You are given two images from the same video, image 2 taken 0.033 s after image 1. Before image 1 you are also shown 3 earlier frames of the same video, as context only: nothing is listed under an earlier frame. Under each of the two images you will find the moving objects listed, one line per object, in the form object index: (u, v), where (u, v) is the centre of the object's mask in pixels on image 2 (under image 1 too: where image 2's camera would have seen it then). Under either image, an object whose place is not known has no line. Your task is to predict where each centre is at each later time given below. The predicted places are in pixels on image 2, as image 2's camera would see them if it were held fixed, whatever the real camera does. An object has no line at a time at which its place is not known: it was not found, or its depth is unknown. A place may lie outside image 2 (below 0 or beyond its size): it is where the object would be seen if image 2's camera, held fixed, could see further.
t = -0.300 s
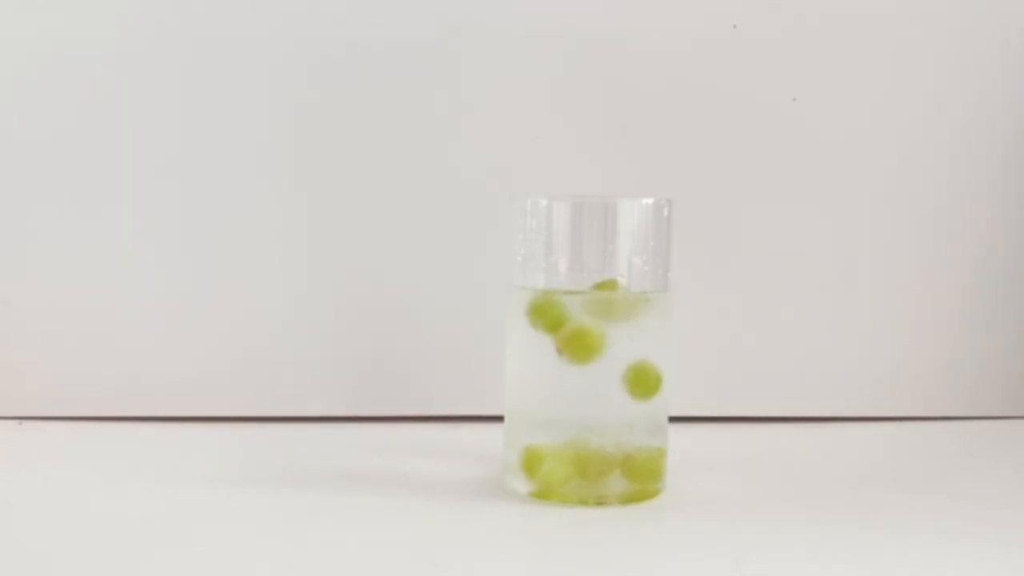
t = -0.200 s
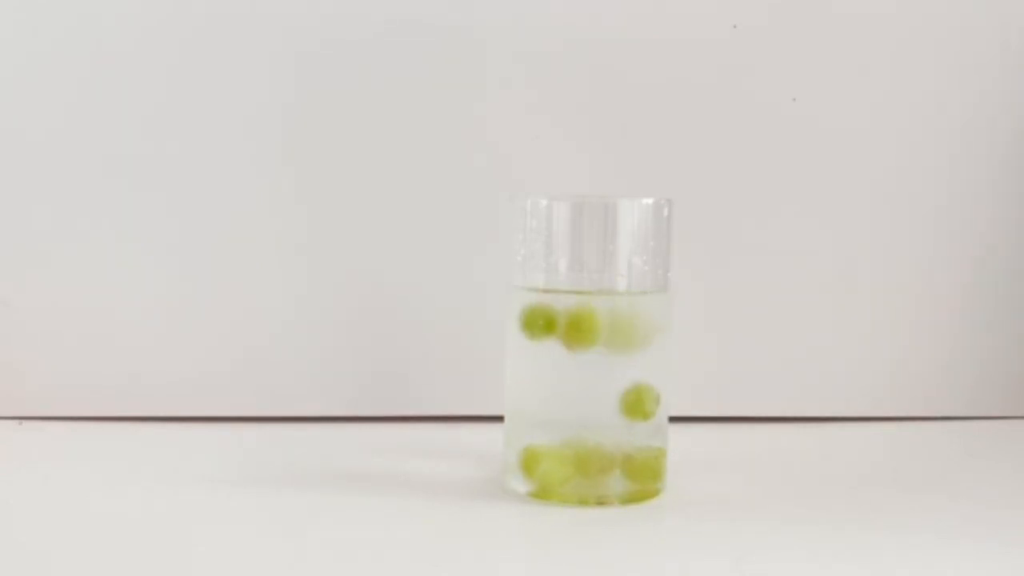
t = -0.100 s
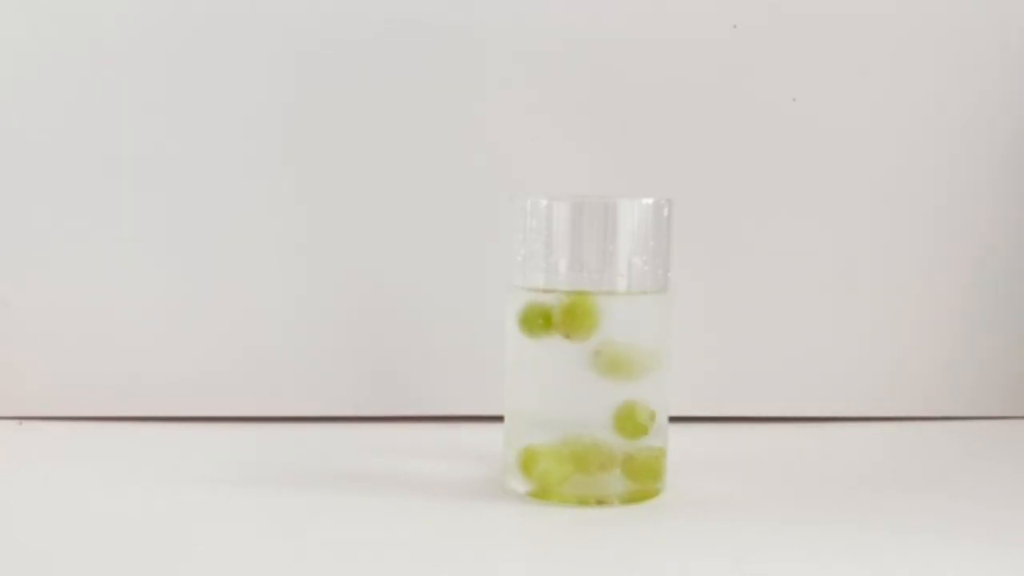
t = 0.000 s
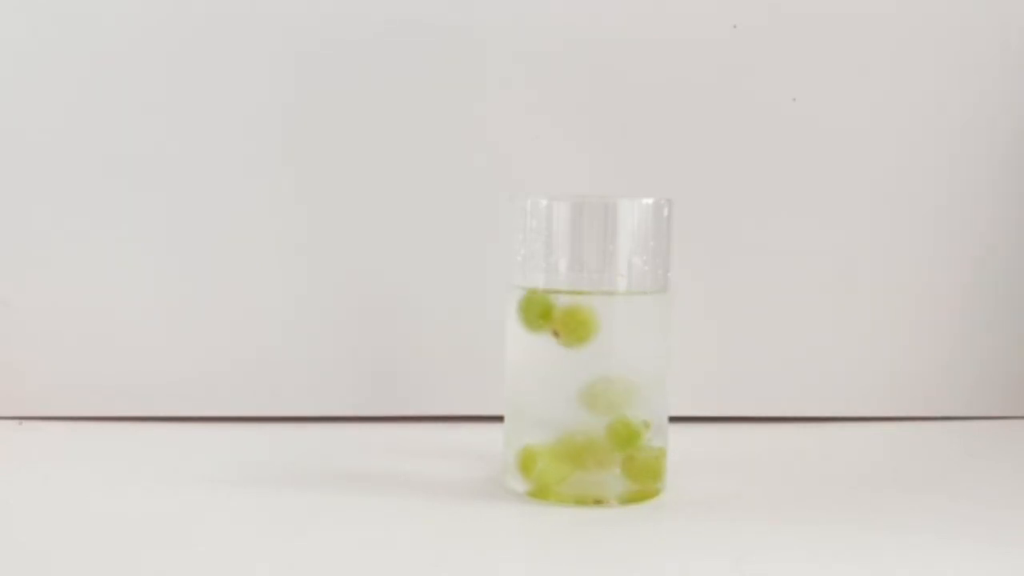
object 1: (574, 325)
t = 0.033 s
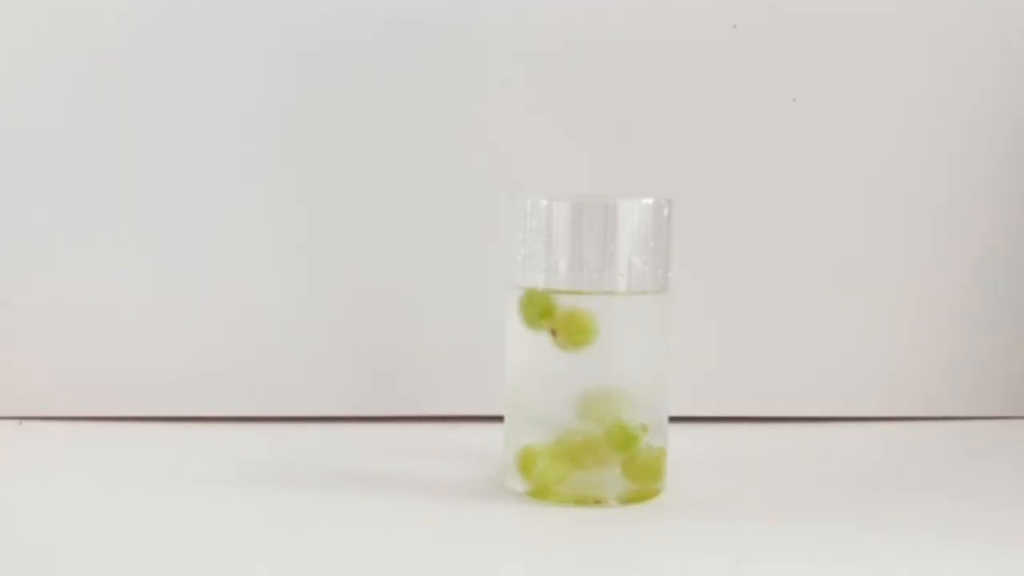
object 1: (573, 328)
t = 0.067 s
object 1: (573, 335)
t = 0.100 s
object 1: (570, 340)
